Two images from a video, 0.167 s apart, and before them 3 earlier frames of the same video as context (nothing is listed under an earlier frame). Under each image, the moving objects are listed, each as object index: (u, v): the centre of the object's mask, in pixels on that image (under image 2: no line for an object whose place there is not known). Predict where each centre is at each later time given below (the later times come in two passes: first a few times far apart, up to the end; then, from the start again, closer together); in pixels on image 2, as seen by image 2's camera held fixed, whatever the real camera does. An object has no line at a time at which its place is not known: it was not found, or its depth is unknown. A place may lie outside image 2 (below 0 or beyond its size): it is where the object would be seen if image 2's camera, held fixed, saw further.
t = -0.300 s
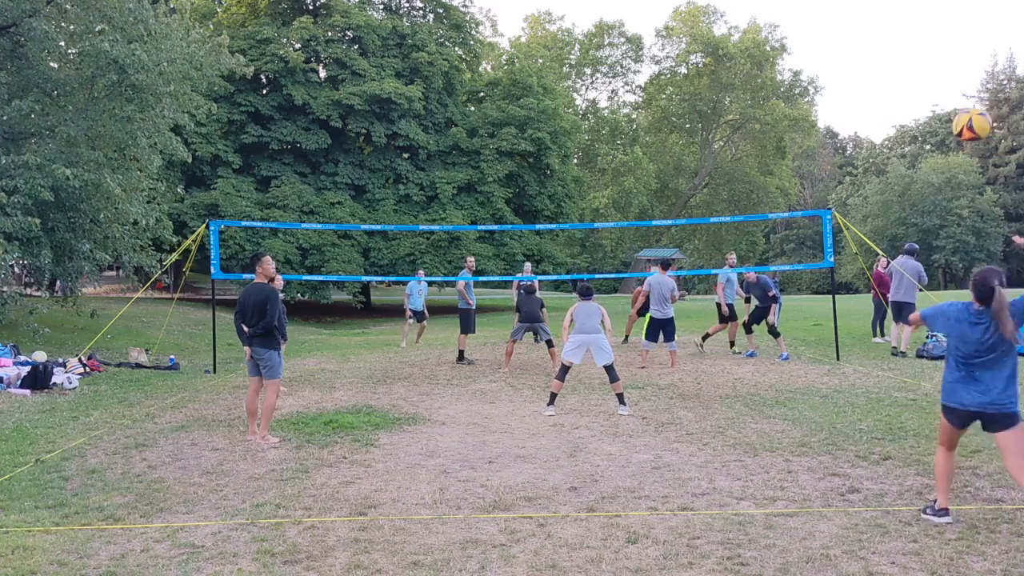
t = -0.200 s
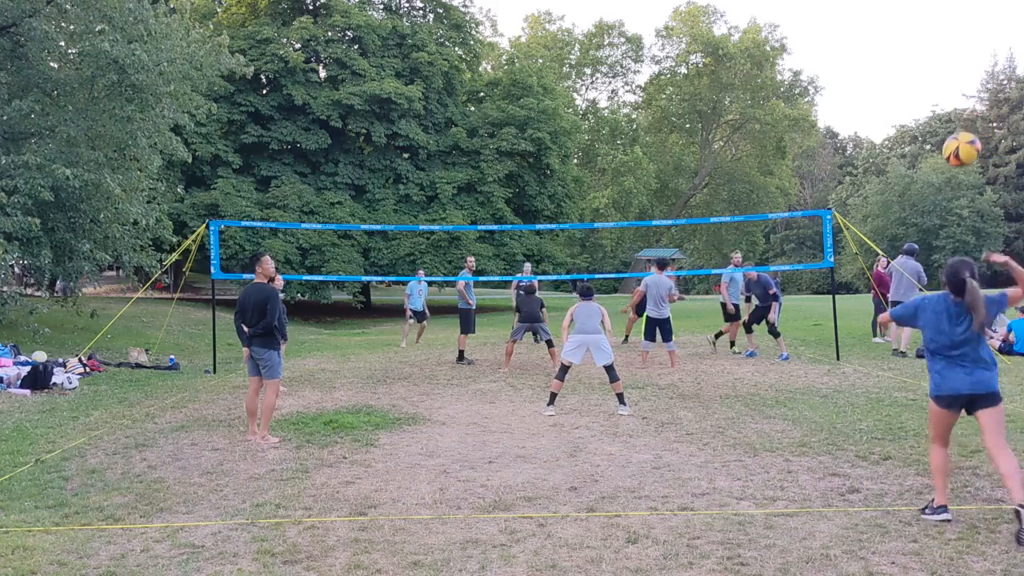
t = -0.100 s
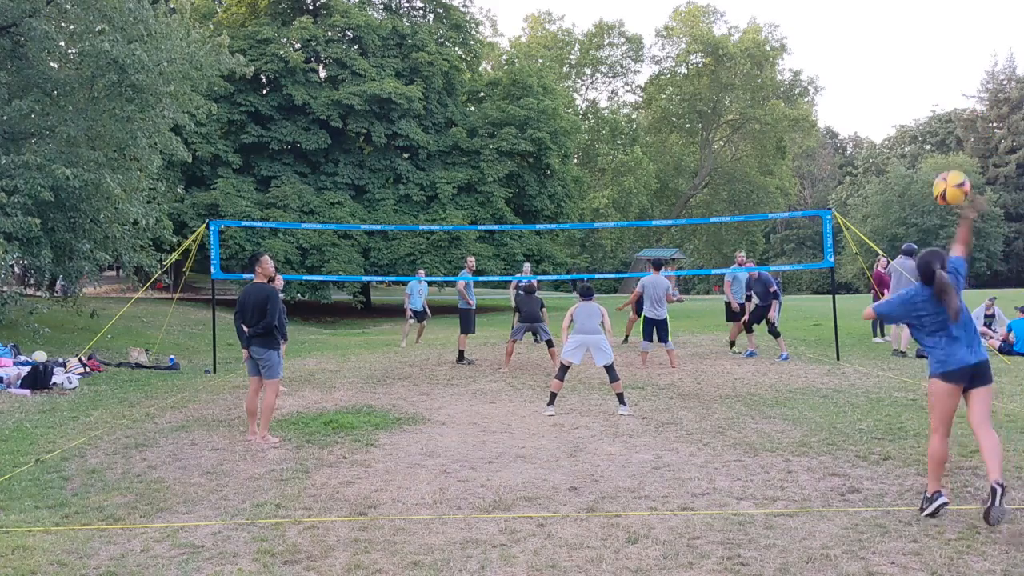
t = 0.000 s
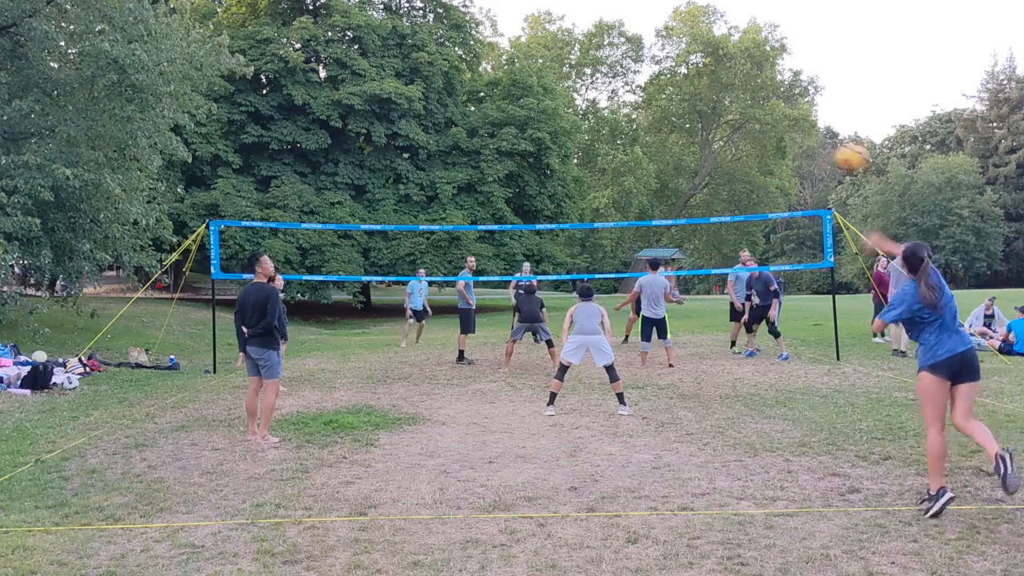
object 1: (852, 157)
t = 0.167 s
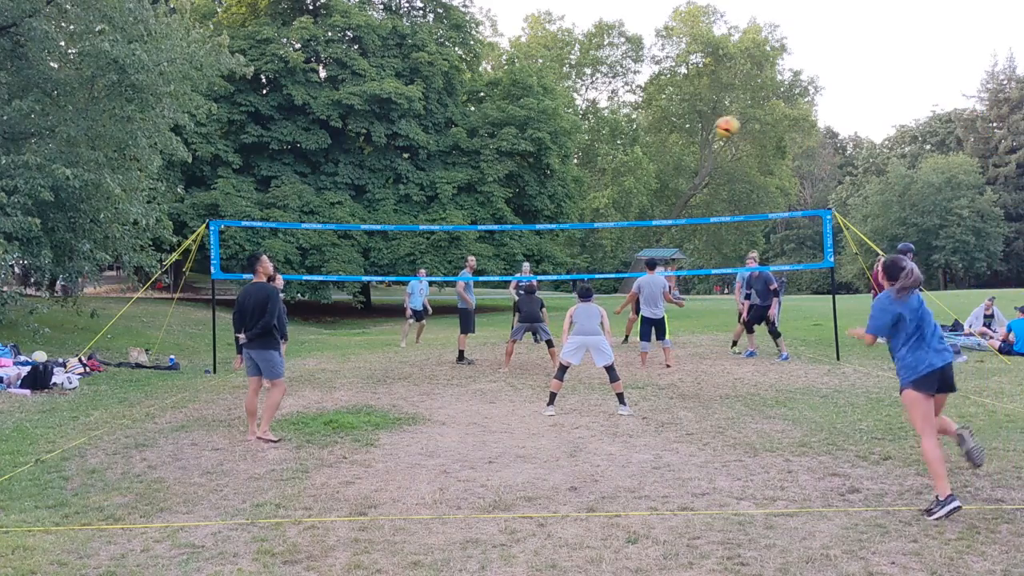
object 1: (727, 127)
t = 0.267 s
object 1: (677, 122)
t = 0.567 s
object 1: (580, 143)
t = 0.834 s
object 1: (527, 191)
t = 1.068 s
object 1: (493, 238)
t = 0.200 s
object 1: (708, 125)
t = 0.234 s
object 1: (692, 123)
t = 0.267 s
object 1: (677, 122)
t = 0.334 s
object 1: (648, 123)
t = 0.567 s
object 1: (580, 143)
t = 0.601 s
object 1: (573, 148)
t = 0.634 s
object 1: (566, 153)
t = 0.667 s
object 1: (559, 159)
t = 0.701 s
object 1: (555, 162)
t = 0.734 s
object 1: (548, 168)
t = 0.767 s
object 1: (539, 177)
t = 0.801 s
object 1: (533, 185)
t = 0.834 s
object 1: (527, 191)
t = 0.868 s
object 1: (521, 198)
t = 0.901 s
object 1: (516, 205)
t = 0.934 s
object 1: (511, 212)
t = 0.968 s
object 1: (508, 216)
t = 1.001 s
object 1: (503, 222)
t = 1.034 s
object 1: (498, 233)
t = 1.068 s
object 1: (493, 238)
